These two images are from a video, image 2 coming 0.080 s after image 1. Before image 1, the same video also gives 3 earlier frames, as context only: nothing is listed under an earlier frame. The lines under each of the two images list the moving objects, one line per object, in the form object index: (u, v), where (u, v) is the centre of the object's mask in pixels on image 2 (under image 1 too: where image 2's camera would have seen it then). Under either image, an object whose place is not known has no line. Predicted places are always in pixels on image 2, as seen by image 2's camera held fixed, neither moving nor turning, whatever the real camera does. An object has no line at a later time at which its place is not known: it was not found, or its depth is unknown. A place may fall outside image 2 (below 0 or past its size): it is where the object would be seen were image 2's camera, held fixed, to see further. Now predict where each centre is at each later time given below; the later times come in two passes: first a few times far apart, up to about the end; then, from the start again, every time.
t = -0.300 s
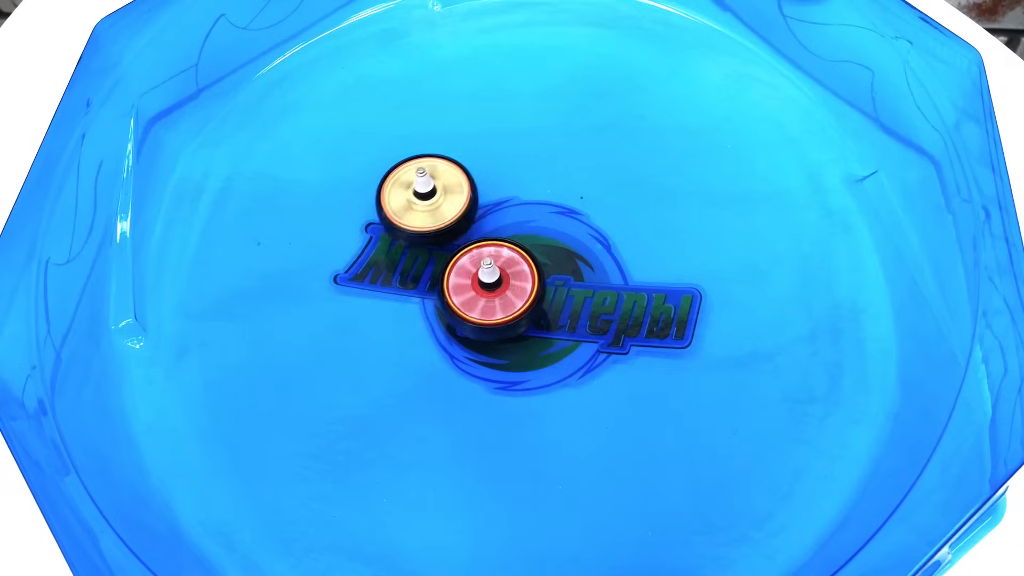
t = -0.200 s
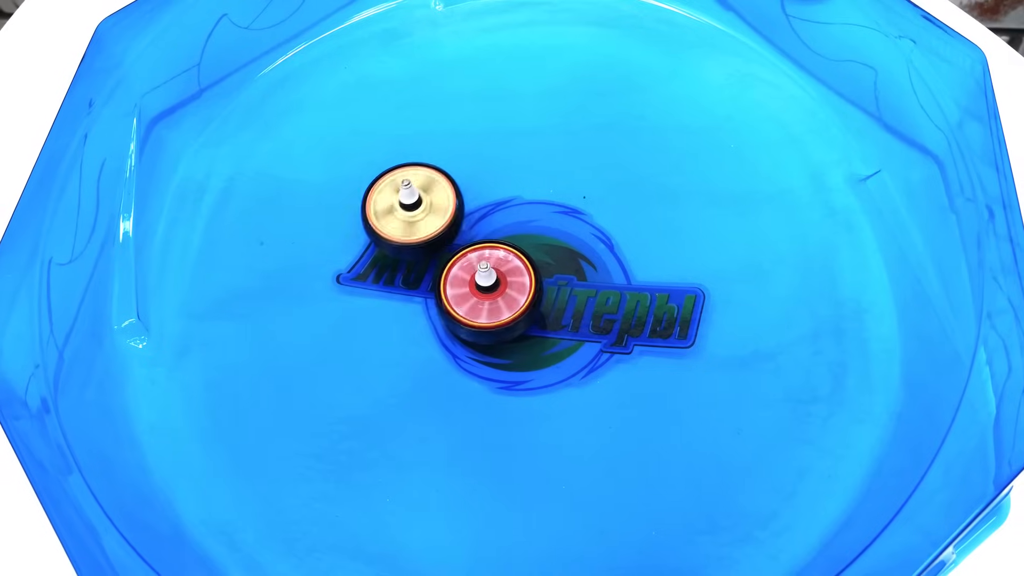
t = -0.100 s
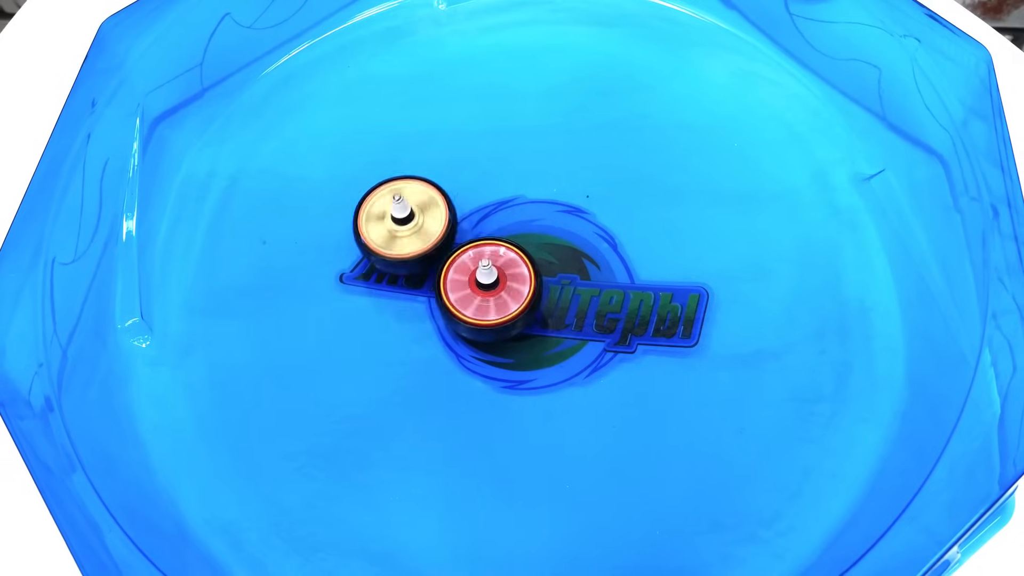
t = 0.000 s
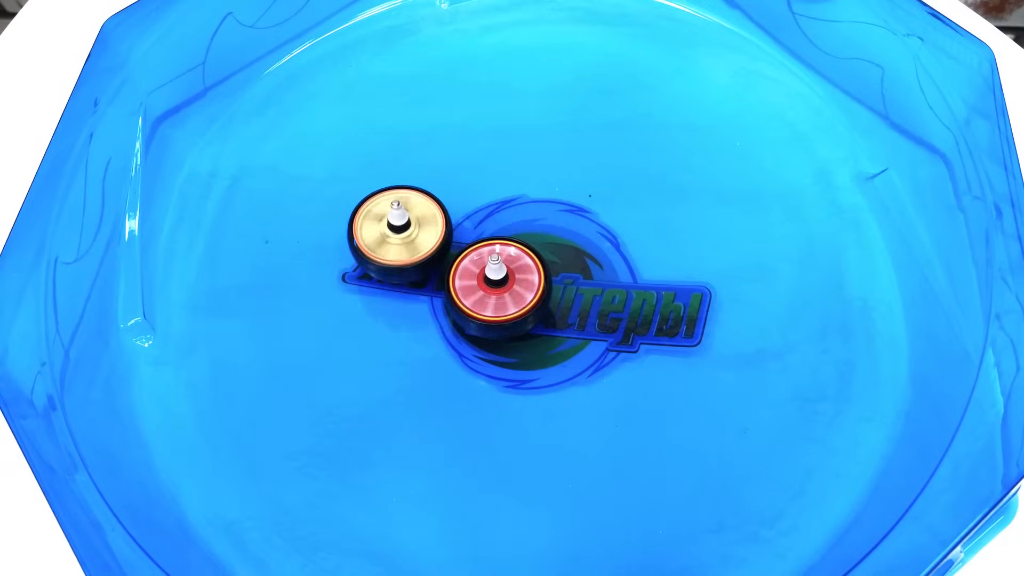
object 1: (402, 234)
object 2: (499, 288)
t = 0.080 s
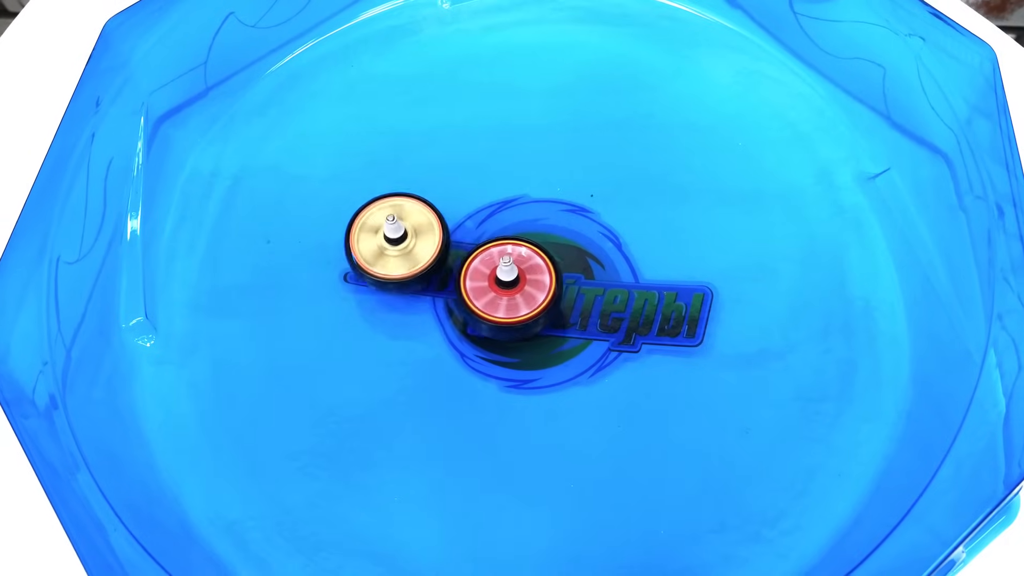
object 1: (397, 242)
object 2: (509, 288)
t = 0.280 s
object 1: (419, 266)
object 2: (528, 285)
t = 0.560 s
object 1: (433, 293)
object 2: (585, 279)
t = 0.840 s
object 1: (480, 310)
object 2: (578, 259)
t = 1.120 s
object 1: (506, 338)
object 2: (529, 233)
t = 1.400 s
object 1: (526, 343)
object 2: (475, 221)
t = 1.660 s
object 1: (521, 320)
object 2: (456, 222)
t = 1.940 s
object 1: (535, 352)
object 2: (453, 238)
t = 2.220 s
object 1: (546, 365)
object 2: (466, 231)
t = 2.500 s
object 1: (517, 335)
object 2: (510, 256)
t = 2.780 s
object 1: (436, 339)
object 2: (541, 229)
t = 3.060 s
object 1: (426, 345)
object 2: (542, 229)
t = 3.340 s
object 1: (466, 344)
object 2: (507, 255)
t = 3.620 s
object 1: (465, 349)
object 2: (486, 253)
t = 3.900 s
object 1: (446, 341)
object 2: (490, 251)
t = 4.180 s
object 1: (462, 347)
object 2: (505, 265)
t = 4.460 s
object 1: (462, 347)
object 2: (521, 273)
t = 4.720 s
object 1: (451, 343)
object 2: (527, 273)
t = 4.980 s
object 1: (464, 348)
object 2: (520, 262)
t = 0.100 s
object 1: (397, 244)
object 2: (511, 288)
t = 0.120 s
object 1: (400, 246)
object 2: (513, 288)
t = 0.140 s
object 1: (402, 249)
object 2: (516, 288)
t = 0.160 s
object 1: (403, 252)
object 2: (518, 288)
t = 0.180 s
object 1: (405, 254)
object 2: (520, 288)
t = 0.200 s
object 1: (407, 256)
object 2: (521, 288)
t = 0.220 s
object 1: (410, 258)
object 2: (523, 287)
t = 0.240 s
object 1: (413, 260)
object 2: (525, 286)
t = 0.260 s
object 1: (416, 263)
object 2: (527, 286)
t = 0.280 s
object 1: (419, 266)
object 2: (528, 285)
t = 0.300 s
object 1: (422, 269)
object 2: (530, 285)
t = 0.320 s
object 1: (422, 272)
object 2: (535, 285)
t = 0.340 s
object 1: (419, 273)
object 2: (542, 285)
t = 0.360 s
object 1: (419, 273)
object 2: (547, 285)
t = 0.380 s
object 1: (420, 273)
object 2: (551, 285)
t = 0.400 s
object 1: (422, 274)
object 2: (554, 285)
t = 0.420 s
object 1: (423, 276)
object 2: (558, 284)
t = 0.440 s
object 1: (423, 279)
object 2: (562, 284)
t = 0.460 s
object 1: (424, 282)
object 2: (567, 283)
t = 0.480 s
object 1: (425, 285)
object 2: (572, 282)
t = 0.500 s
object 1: (425, 287)
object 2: (575, 282)
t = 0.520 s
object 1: (427, 289)
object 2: (578, 281)
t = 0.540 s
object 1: (430, 290)
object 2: (581, 280)
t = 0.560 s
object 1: (433, 293)
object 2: (585, 279)
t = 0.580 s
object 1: (435, 294)
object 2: (586, 278)
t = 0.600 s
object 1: (438, 296)
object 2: (587, 277)
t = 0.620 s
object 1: (441, 296)
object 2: (589, 276)
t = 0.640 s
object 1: (444, 298)
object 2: (589, 275)
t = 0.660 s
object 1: (449, 299)
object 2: (589, 275)
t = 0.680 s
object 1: (452, 300)
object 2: (589, 273)
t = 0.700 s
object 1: (456, 302)
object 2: (589, 271)
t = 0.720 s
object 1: (459, 303)
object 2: (589, 269)
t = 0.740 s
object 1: (463, 304)
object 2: (588, 268)
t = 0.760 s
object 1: (466, 305)
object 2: (586, 266)
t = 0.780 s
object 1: (469, 306)
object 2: (585, 264)
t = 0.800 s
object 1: (472, 307)
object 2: (583, 263)
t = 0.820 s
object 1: (476, 308)
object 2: (581, 260)
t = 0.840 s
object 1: (480, 310)
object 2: (578, 259)
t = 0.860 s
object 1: (482, 312)
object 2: (576, 257)
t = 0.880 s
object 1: (483, 314)
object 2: (574, 252)
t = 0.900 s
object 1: (484, 316)
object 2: (570, 248)
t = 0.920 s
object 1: (485, 318)
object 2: (567, 246)
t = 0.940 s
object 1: (487, 320)
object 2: (565, 245)
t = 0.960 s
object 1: (490, 321)
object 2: (562, 242)
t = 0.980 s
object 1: (492, 324)
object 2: (558, 240)
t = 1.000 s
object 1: (493, 327)
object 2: (553, 239)
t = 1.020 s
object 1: (495, 329)
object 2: (550, 238)
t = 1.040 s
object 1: (497, 331)
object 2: (546, 236)
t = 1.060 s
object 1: (499, 333)
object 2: (542, 235)
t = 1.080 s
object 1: (502, 336)
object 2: (538, 235)
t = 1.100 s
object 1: (504, 337)
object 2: (533, 234)
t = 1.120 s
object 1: (506, 338)
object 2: (529, 233)
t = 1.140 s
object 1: (509, 339)
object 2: (525, 233)
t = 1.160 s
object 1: (511, 339)
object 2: (519, 233)
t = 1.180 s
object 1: (513, 338)
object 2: (515, 233)
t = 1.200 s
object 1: (517, 337)
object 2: (511, 234)
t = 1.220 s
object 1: (520, 335)
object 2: (507, 234)
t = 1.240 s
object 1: (522, 334)
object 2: (503, 235)
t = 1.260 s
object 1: (523, 332)
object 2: (498, 236)
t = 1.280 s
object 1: (524, 332)
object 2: (494, 236)
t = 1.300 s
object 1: (525, 336)
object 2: (493, 232)
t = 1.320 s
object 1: (525, 340)
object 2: (490, 228)
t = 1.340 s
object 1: (525, 342)
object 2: (486, 225)
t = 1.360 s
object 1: (525, 342)
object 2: (482, 224)
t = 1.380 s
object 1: (526, 342)
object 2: (479, 222)
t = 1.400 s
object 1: (526, 343)
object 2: (475, 221)
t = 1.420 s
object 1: (527, 343)
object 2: (473, 219)
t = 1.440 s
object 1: (527, 343)
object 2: (471, 218)
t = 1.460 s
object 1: (525, 343)
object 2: (468, 218)
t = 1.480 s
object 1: (524, 342)
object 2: (466, 217)
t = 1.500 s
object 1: (524, 341)
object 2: (464, 217)
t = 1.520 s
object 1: (523, 340)
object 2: (463, 217)
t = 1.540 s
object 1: (522, 338)
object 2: (461, 217)
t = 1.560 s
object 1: (521, 335)
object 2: (459, 217)
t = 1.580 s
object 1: (520, 332)
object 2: (459, 217)
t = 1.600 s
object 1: (519, 328)
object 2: (458, 218)
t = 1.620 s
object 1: (519, 325)
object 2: (457, 219)
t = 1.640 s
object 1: (520, 323)
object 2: (456, 220)
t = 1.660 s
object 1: (521, 320)
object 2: (456, 222)
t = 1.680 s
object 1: (523, 318)
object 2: (456, 223)
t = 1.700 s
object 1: (526, 317)
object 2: (455, 225)
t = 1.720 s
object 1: (527, 316)
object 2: (456, 227)
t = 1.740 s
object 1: (529, 316)
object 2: (457, 229)
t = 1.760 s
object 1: (531, 316)
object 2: (457, 231)
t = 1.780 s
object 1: (532, 317)
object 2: (458, 234)
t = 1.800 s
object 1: (532, 319)
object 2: (459, 237)
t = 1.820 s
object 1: (530, 322)
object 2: (461, 239)
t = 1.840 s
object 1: (528, 323)
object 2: (461, 241)
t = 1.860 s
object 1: (525, 326)
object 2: (461, 244)
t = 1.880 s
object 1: (527, 334)
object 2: (459, 243)
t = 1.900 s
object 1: (531, 341)
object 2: (456, 240)
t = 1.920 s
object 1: (533, 347)
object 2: (454, 239)
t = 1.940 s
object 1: (535, 352)
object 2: (453, 238)
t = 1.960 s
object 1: (537, 356)
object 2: (452, 236)
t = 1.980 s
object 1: (539, 359)
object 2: (451, 234)
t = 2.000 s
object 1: (541, 362)
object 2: (450, 232)
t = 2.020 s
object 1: (543, 364)
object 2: (450, 231)
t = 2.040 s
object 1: (545, 366)
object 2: (450, 230)
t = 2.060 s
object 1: (546, 368)
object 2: (451, 229)
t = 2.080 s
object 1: (546, 370)
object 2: (451, 228)
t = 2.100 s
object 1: (547, 370)
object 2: (452, 228)
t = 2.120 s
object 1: (547, 371)
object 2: (454, 228)
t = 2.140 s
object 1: (547, 370)
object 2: (456, 228)
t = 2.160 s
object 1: (546, 370)
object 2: (458, 228)
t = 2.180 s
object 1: (546, 369)
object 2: (461, 229)
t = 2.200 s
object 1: (546, 367)
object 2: (464, 230)
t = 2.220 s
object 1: (546, 365)
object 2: (466, 231)
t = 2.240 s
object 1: (547, 364)
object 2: (468, 232)
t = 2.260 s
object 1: (547, 361)
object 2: (471, 234)
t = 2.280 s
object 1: (547, 359)
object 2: (475, 236)
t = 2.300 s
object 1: (547, 357)
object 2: (478, 237)
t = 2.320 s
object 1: (546, 354)
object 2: (480, 239)
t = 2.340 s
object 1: (546, 352)
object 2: (483, 241)
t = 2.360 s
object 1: (545, 350)
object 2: (488, 245)
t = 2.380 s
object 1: (543, 347)
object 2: (491, 247)
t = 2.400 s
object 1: (540, 345)
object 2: (494, 249)
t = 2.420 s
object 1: (538, 343)
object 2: (497, 252)
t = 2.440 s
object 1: (535, 340)
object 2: (501, 255)
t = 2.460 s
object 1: (529, 338)
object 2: (504, 255)
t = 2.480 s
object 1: (524, 337)
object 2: (507, 256)
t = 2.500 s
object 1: (517, 335)
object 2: (510, 256)
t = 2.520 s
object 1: (509, 336)
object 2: (515, 256)
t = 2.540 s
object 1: (501, 337)
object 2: (518, 254)
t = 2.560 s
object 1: (496, 337)
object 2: (520, 253)
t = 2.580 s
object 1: (489, 337)
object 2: (522, 252)
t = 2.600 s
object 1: (483, 338)
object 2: (523, 250)
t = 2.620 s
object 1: (476, 338)
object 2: (527, 244)
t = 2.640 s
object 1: (472, 337)
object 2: (528, 242)
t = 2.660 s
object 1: (466, 337)
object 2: (530, 240)
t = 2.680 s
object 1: (461, 337)
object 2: (533, 237)
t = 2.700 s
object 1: (455, 337)
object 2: (536, 235)
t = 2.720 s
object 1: (450, 338)
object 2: (536, 233)
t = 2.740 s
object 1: (445, 338)
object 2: (538, 232)
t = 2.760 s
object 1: (440, 338)
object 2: (540, 231)
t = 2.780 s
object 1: (436, 339)
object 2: (541, 229)
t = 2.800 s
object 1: (432, 340)
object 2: (542, 227)
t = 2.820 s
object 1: (429, 342)
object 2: (543, 227)
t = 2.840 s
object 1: (427, 343)
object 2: (545, 226)
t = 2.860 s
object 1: (425, 345)
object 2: (546, 225)
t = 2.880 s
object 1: (423, 346)
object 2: (546, 225)
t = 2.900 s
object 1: (422, 347)
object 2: (546, 225)
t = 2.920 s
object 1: (422, 348)
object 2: (547, 224)
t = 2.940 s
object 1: (421, 348)
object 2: (547, 225)
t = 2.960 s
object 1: (421, 348)
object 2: (547, 225)
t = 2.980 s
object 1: (422, 348)
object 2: (546, 226)
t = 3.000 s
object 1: (422, 347)
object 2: (546, 226)
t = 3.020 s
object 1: (423, 347)
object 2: (545, 227)
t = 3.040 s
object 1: (425, 346)
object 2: (543, 228)
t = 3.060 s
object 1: (426, 345)
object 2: (542, 229)
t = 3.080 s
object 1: (429, 343)
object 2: (541, 231)
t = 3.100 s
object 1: (431, 342)
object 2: (539, 232)
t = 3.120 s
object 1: (434, 341)
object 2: (537, 233)
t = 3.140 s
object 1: (438, 339)
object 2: (534, 235)
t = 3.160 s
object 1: (441, 338)
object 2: (532, 237)
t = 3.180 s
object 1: (444, 337)
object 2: (531, 238)
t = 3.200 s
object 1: (447, 337)
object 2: (527, 240)
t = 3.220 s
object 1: (451, 337)
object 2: (523, 242)
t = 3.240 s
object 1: (453, 337)
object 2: (521, 245)
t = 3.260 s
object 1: (456, 338)
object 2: (519, 246)
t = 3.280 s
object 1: (459, 339)
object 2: (515, 247)
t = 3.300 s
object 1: (462, 341)
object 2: (512, 249)
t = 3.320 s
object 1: (464, 342)
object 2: (509, 253)
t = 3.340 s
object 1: (466, 344)
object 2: (507, 255)
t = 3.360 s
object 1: (467, 347)
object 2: (503, 256)
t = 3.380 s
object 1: (467, 349)
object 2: (501, 258)
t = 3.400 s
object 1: (467, 351)
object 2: (499, 258)
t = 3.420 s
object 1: (468, 352)
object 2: (498, 257)
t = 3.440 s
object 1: (469, 352)
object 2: (496, 257)
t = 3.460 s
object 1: (469, 353)
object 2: (494, 257)
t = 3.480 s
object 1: (469, 353)
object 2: (493, 257)
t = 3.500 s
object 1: (469, 353)
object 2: (492, 256)
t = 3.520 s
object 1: (469, 352)
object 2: (491, 256)
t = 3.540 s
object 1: (468, 352)
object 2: (489, 256)
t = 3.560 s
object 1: (468, 351)
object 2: (488, 255)
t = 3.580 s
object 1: (467, 351)
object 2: (488, 254)
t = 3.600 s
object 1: (466, 350)
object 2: (487, 254)
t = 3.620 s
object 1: (465, 349)
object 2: (486, 253)
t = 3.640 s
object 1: (464, 348)
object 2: (485, 252)
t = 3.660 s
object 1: (462, 347)
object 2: (485, 252)
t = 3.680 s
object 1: (461, 346)
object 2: (485, 251)
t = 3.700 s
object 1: (459, 345)
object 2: (485, 251)
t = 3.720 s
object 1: (458, 344)
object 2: (485, 251)
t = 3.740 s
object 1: (456, 344)
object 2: (485, 251)
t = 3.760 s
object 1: (454, 343)
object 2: (485, 250)
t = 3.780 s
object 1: (452, 342)
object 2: (486, 250)
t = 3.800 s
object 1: (451, 342)
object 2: (486, 250)
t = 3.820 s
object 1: (450, 342)
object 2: (487, 250)
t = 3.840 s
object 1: (448, 342)
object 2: (488, 250)
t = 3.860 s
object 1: (447, 341)
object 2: (488, 250)
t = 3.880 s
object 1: (446, 341)
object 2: (489, 251)
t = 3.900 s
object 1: (446, 341)
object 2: (490, 251)
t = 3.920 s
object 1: (446, 341)
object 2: (492, 252)
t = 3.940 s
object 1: (446, 341)
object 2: (493, 252)
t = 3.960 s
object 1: (447, 341)
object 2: (493, 253)
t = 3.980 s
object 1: (447, 341)
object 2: (495, 254)
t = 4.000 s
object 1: (448, 341)
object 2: (496, 255)
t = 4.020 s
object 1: (449, 342)
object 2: (497, 256)
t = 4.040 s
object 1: (451, 342)
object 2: (498, 258)
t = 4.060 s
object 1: (452, 342)
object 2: (499, 260)
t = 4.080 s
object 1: (454, 343)
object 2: (501, 261)
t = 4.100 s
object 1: (456, 344)
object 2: (501, 261)
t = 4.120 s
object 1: (458, 344)
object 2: (502, 263)
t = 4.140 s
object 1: (459, 345)
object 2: (503, 263)
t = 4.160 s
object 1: (461, 346)
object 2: (505, 264)
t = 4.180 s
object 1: (462, 347)
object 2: (505, 265)
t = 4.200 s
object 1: (463, 348)
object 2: (505, 267)
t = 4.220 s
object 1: (465, 349)
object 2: (506, 268)
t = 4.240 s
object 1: (466, 350)
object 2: (507, 269)
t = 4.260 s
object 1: (466, 351)
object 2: (508, 270)
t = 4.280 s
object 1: (467, 351)
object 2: (508, 272)
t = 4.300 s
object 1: (467, 352)
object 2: (509, 272)
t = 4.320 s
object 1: (467, 351)
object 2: (511, 273)
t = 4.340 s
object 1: (467, 351)
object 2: (513, 273)
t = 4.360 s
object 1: (466, 350)
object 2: (514, 273)
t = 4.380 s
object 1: (466, 350)
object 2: (515, 273)
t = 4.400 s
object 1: (465, 349)
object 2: (517, 273)
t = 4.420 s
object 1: (464, 348)
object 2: (519, 272)
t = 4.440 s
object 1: (463, 348)
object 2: (520, 273)
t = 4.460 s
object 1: (462, 347)
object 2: (521, 273)
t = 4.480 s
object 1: (460, 346)
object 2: (523, 274)
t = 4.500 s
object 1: (459, 345)
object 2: (524, 274)
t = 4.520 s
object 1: (458, 345)
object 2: (525, 274)
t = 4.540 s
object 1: (457, 345)
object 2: (525, 274)
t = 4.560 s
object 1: (456, 344)
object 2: (526, 275)
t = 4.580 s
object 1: (455, 344)
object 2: (527, 275)
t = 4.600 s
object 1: (453, 343)
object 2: (527, 274)
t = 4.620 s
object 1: (452, 343)
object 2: (527, 274)
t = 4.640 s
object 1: (452, 343)
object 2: (527, 274)
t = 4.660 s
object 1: (451, 343)
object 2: (527, 274)
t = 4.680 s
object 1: (451, 343)
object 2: (527, 274)
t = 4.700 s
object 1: (451, 343)
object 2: (527, 274)
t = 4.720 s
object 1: (451, 343)
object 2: (527, 273)
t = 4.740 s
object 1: (451, 343)
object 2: (527, 273)
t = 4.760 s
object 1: (452, 343)
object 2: (527, 273)
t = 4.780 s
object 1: (453, 343)
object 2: (527, 272)
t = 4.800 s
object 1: (454, 343)
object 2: (526, 272)
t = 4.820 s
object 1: (455, 344)
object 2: (525, 271)
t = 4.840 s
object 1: (456, 344)
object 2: (525, 270)
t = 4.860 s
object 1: (457, 345)
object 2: (524, 269)
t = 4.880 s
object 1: (459, 345)
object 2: (523, 268)
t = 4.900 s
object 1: (460, 346)
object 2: (522, 267)
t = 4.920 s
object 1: (461, 346)
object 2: (522, 266)
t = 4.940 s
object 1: (462, 347)
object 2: (521, 265)
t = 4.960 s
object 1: (463, 347)
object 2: (520, 263)
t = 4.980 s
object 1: (464, 348)
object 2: (520, 262)
